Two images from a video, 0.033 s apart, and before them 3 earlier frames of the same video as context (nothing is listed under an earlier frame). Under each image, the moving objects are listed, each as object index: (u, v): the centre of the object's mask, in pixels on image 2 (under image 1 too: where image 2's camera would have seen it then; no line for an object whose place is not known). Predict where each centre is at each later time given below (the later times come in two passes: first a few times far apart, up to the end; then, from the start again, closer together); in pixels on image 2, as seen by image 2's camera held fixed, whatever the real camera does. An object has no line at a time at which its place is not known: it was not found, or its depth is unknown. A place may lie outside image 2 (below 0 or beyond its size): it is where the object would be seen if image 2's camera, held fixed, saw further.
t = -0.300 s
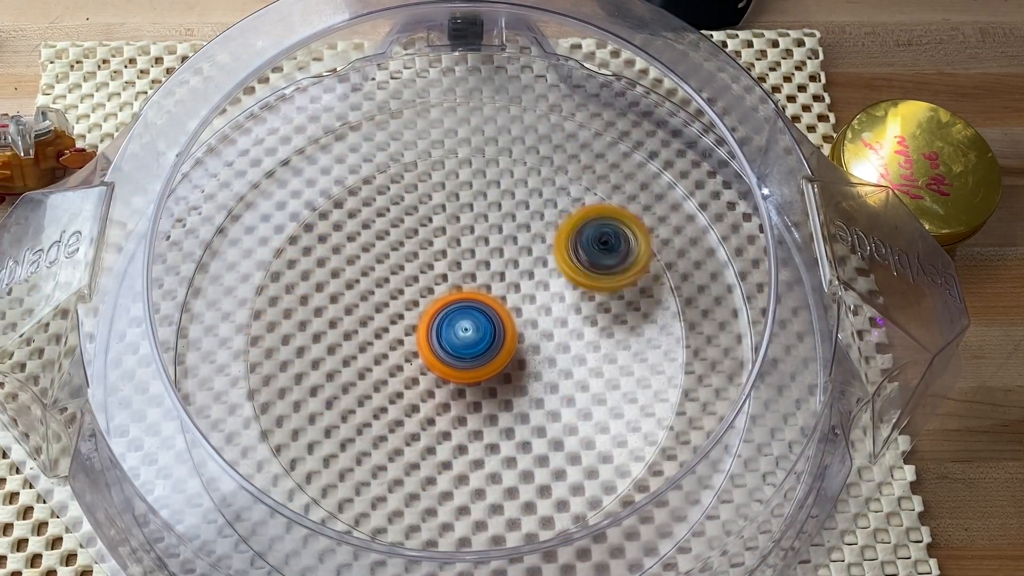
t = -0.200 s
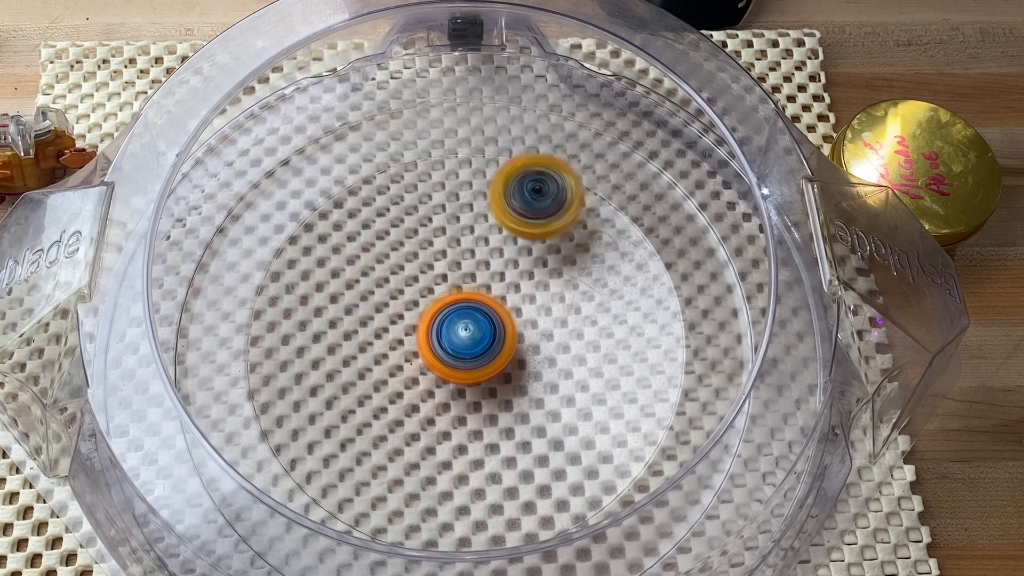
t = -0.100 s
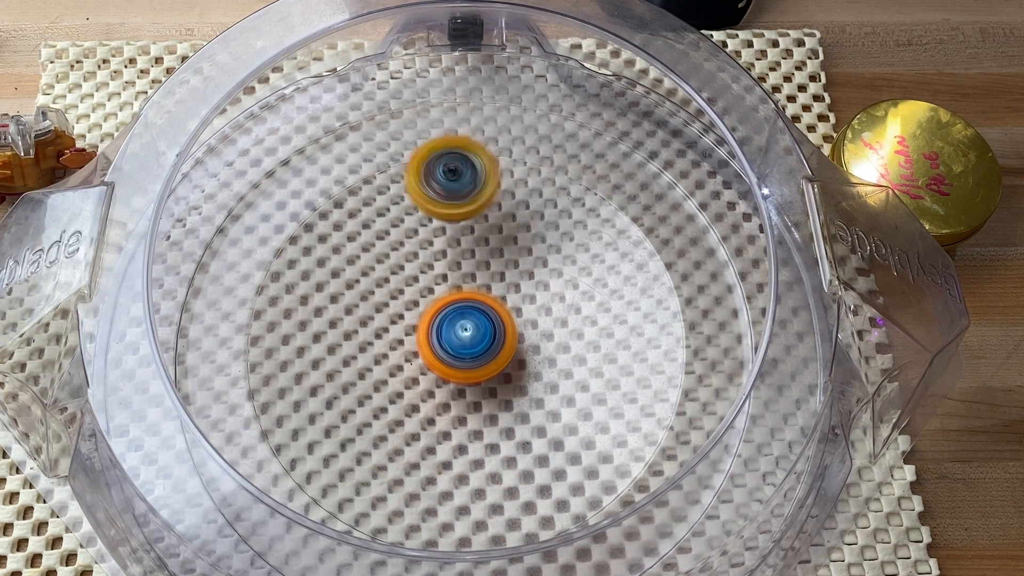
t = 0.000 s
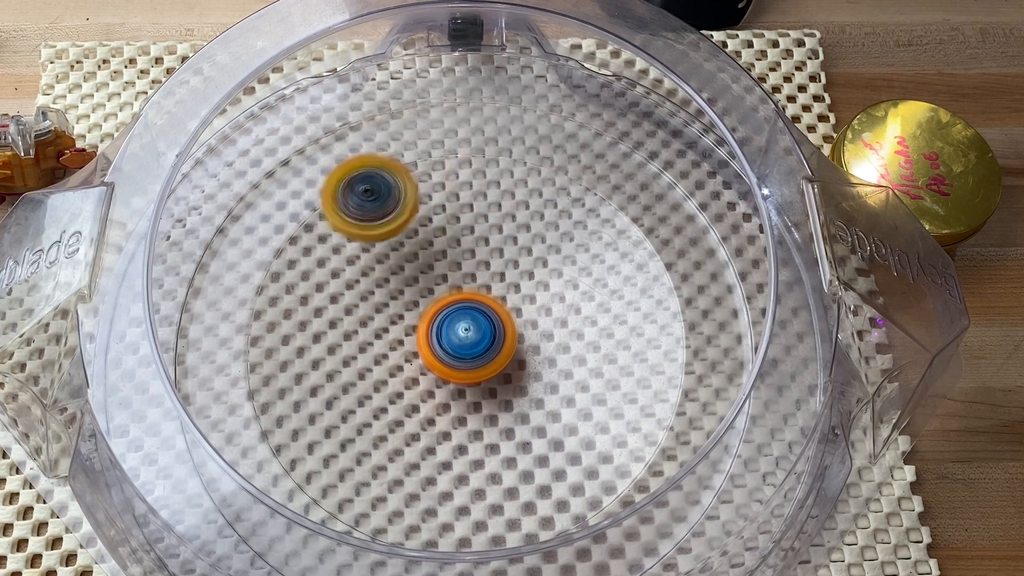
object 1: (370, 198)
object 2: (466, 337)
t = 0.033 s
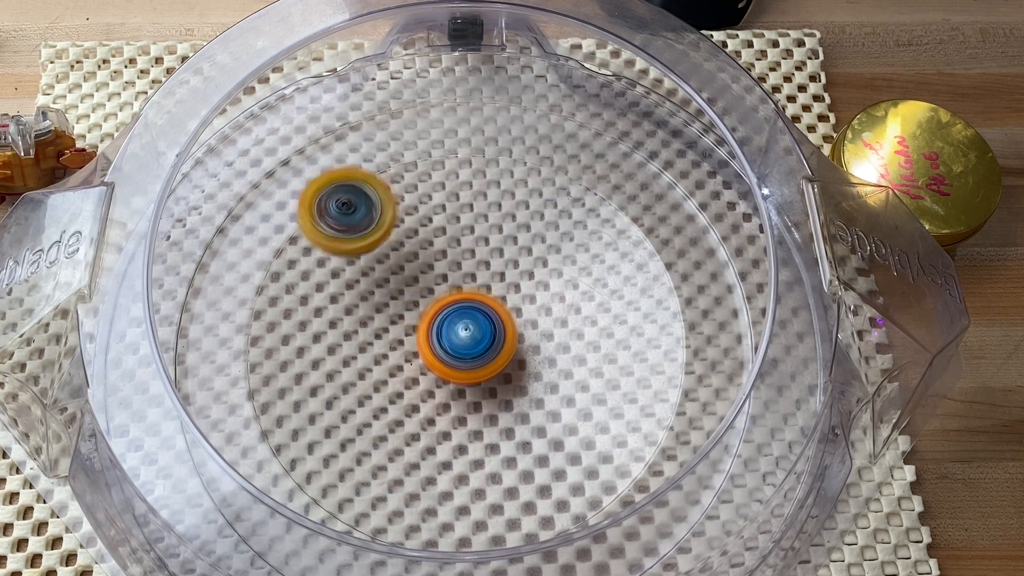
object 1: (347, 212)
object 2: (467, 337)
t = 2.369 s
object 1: (408, 217)
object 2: (466, 336)
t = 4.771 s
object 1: (375, 271)
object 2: (467, 337)
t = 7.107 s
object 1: (371, 342)
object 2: (470, 344)
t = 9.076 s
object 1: (475, 263)
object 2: (502, 358)
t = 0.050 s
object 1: (336, 220)
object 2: (467, 337)
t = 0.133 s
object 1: (296, 270)
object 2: (466, 337)
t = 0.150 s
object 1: (292, 282)
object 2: (466, 337)
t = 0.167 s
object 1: (287, 293)
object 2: (466, 337)
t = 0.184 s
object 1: (284, 306)
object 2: (466, 338)
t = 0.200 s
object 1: (283, 319)
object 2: (466, 338)
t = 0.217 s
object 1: (282, 332)
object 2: (466, 338)
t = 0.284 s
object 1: (295, 384)
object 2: (467, 338)
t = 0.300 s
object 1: (300, 396)
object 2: (467, 338)
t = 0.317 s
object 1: (308, 409)
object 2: (467, 338)
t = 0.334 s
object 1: (317, 420)
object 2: (467, 338)
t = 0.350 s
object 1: (327, 431)
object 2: (467, 338)
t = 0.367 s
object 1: (338, 440)
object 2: (466, 338)
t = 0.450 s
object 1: (407, 475)
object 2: (467, 338)
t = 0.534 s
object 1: (488, 478)
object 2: (467, 338)
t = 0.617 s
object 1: (561, 445)
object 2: (467, 338)
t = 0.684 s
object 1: (601, 400)
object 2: (467, 338)
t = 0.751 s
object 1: (622, 348)
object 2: (467, 339)
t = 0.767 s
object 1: (623, 334)
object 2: (467, 339)
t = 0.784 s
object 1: (625, 321)
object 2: (467, 339)
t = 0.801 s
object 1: (624, 307)
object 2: (467, 339)
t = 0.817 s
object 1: (622, 295)
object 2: (467, 338)
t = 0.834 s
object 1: (619, 282)
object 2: (467, 338)
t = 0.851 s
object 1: (614, 270)
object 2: (467, 338)
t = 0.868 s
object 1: (610, 259)
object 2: (467, 338)
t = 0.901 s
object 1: (596, 237)
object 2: (467, 337)
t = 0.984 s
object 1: (552, 197)
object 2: (466, 338)
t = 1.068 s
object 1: (495, 178)
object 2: (467, 337)
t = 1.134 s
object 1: (446, 179)
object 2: (467, 337)
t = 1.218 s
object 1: (387, 201)
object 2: (467, 337)
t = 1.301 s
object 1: (342, 244)
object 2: (466, 338)
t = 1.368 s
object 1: (322, 291)
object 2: (467, 338)
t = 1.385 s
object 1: (318, 304)
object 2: (467, 337)
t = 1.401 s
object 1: (317, 316)
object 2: (466, 337)
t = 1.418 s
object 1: (316, 329)
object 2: (466, 337)
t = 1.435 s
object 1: (318, 343)
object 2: (466, 337)
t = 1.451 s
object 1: (320, 356)
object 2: (466, 337)
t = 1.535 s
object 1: (350, 417)
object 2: (467, 337)
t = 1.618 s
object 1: (406, 460)
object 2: (466, 338)
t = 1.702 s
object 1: (475, 475)
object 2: (467, 337)
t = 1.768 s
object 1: (531, 464)
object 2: (467, 337)
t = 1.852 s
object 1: (585, 428)
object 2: (466, 337)
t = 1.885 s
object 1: (600, 407)
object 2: (466, 337)
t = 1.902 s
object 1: (606, 397)
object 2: (467, 337)
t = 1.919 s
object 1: (611, 386)
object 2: (467, 337)
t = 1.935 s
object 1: (613, 374)
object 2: (467, 337)
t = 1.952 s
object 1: (617, 363)
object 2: (466, 337)
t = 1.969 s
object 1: (618, 351)
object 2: (466, 337)
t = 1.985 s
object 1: (618, 340)
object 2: (466, 337)
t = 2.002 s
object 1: (618, 328)
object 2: (466, 337)
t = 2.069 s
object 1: (603, 284)
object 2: (466, 336)
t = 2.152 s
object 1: (564, 239)
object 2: (466, 336)
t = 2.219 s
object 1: (520, 216)
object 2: (466, 336)
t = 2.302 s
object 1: (457, 206)
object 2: (466, 336)
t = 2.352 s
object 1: (419, 213)
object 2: (466, 336)
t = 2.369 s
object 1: (408, 217)
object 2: (466, 336)
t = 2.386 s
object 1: (396, 222)
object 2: (466, 336)
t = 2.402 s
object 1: (385, 228)
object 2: (466, 336)
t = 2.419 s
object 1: (375, 234)
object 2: (466, 336)
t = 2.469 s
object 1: (348, 257)
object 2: (466, 336)
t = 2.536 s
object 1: (324, 296)
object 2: (466, 337)
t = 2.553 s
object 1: (319, 306)
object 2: (466, 337)
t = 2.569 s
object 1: (317, 317)
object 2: (467, 337)
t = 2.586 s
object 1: (315, 328)
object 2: (467, 337)
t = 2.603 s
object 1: (316, 339)
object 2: (467, 336)
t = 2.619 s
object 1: (316, 350)
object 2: (467, 336)
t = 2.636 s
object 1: (318, 362)
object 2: (466, 336)
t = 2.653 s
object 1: (321, 372)
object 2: (466, 336)
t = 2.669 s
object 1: (325, 383)
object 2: (466, 336)
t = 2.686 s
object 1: (331, 393)
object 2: (466, 336)
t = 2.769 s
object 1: (370, 435)
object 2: (466, 336)
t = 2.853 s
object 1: (428, 457)
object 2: (466, 337)
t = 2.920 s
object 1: (480, 456)
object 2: (466, 337)
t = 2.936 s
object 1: (493, 453)
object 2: (466, 336)
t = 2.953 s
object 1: (505, 448)
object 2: (466, 336)
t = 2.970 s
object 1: (517, 443)
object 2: (466, 336)
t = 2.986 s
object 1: (529, 436)
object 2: (466, 336)
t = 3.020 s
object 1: (550, 420)
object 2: (466, 337)
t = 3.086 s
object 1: (579, 380)
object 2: (467, 337)
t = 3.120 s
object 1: (587, 357)
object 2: (466, 337)
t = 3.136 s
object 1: (590, 345)
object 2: (466, 337)
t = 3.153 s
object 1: (592, 334)
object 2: (466, 336)
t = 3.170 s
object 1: (592, 321)
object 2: (466, 336)
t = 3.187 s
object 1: (591, 310)
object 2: (466, 336)
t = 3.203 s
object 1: (589, 299)
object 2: (466, 336)
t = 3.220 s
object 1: (585, 288)
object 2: (466, 337)
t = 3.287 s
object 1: (563, 249)
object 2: (466, 337)
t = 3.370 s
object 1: (521, 216)
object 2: (466, 337)
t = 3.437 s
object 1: (480, 203)
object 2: (466, 336)
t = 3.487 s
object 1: (448, 203)
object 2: (466, 337)
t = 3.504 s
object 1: (438, 205)
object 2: (466, 337)
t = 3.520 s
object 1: (428, 207)
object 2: (466, 337)
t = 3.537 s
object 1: (418, 210)
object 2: (466, 337)
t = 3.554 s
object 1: (409, 216)
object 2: (466, 337)
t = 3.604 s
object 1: (383, 233)
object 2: (467, 337)
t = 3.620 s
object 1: (374, 240)
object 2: (467, 337)
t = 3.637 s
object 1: (368, 248)
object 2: (466, 337)
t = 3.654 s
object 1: (361, 256)
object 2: (466, 337)
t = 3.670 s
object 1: (356, 265)
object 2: (466, 338)
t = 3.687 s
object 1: (351, 274)
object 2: (467, 338)
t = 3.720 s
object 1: (344, 294)
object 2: (467, 337)
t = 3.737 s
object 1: (342, 306)
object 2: (467, 337)
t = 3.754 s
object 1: (341, 315)
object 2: (466, 337)
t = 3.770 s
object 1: (341, 327)
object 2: (466, 337)
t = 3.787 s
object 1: (343, 338)
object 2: (467, 337)
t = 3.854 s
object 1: (359, 380)
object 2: (466, 336)
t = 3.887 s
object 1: (373, 400)
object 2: (466, 337)
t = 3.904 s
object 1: (381, 408)
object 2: (466, 336)
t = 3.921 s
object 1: (391, 417)
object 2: (466, 337)
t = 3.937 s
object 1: (401, 423)
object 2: (466, 336)
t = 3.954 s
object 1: (412, 429)
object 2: (466, 336)
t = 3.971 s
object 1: (423, 434)
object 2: (466, 337)
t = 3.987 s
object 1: (435, 439)
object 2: (466, 337)
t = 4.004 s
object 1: (447, 440)
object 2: (467, 337)
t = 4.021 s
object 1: (459, 443)
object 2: (466, 337)
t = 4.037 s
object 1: (471, 444)
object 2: (466, 337)
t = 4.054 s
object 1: (483, 444)
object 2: (466, 337)
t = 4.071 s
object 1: (496, 442)
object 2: (466, 337)
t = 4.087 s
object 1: (507, 439)
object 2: (467, 337)
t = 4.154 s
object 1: (548, 419)
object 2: (466, 338)
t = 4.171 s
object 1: (558, 413)
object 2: (466, 338)
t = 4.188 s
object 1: (565, 405)
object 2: (467, 337)
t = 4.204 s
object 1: (572, 397)
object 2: (467, 337)
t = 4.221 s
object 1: (578, 388)
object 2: (467, 337)
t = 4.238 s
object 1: (583, 379)
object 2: (467, 337)
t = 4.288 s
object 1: (592, 350)
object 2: (467, 337)
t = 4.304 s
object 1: (593, 341)
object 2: (467, 337)
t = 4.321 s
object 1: (594, 330)
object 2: (467, 337)
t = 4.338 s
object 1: (593, 321)
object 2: (466, 337)
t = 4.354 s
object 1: (591, 311)
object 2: (466, 337)
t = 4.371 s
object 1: (588, 302)
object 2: (466, 338)
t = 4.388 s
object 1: (584, 293)
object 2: (467, 338)
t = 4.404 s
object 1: (578, 285)
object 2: (467, 338)
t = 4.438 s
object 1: (566, 269)
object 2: (466, 338)
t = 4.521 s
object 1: (526, 239)
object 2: (467, 337)
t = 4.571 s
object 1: (493, 230)
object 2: (467, 337)
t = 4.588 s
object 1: (483, 229)
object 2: (467, 337)
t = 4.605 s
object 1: (472, 228)
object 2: (467, 337)
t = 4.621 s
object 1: (461, 229)
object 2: (467, 337)
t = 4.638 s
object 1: (450, 230)
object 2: (466, 337)
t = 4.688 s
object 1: (418, 240)
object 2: (467, 337)
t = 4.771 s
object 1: (375, 271)
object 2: (467, 337)
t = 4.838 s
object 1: (353, 306)
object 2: (467, 337)
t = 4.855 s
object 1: (350, 315)
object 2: (467, 337)
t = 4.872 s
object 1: (348, 326)
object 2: (467, 337)
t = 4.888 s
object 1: (346, 335)
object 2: (467, 337)
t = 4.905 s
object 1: (348, 344)
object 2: (467, 337)
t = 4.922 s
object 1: (348, 354)
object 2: (467, 338)
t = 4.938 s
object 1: (351, 364)
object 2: (467, 337)
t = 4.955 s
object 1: (353, 373)
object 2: (467, 337)
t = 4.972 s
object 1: (358, 382)
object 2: (467, 337)
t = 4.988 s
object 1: (363, 390)
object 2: (466, 338)
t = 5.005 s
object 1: (369, 398)
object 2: (466, 338)
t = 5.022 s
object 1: (375, 406)
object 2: (467, 338)
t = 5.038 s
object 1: (383, 412)
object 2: (467, 338)
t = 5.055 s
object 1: (390, 419)
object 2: (467, 338)
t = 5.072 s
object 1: (399, 424)
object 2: (466, 337)
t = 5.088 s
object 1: (409, 429)
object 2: (466, 338)
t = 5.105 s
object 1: (419, 432)
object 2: (466, 338)
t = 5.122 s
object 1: (429, 435)
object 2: (467, 337)
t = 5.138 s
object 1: (440, 437)
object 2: (466, 337)
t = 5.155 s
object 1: (450, 437)
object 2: (466, 337)
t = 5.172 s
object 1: (462, 438)
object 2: (466, 338)
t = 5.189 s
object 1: (472, 437)
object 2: (466, 337)
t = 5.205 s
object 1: (483, 435)
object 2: (467, 337)
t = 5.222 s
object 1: (493, 431)
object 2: (466, 337)
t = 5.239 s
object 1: (503, 428)
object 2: (466, 337)
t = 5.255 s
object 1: (513, 422)
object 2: (466, 337)
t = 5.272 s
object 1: (522, 417)
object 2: (466, 337)
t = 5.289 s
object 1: (531, 410)
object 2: (466, 337)
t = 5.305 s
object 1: (538, 403)
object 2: (466, 337)
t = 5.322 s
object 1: (545, 394)
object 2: (466, 337)
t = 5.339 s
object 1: (552, 387)
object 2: (466, 337)
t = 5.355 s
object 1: (557, 377)
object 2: (466, 337)
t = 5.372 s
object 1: (561, 368)
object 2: (466, 337)
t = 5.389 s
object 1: (564, 357)
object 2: (466, 337)
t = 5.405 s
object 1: (567, 347)
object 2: (466, 337)
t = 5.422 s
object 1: (568, 337)
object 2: (466, 337)
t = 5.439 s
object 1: (569, 327)
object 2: (466, 337)
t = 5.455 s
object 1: (568, 316)
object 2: (467, 337)
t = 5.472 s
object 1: (566, 307)
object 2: (467, 337)
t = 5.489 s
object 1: (562, 297)
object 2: (466, 337)
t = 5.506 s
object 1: (558, 288)
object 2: (466, 337)
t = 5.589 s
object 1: (528, 251)
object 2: (466, 337)
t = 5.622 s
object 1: (512, 240)
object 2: (467, 337)
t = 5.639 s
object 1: (503, 236)
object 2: (467, 337)
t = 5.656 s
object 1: (494, 232)
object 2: (467, 337)
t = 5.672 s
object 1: (485, 230)
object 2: (467, 337)
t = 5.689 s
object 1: (475, 227)
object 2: (467, 337)
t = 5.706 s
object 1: (466, 227)
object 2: (467, 337)
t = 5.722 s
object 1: (457, 226)
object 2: (467, 337)
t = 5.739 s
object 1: (447, 227)
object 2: (467, 337)
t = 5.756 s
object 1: (439, 229)
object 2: (467, 337)
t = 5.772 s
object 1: (430, 231)
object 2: (467, 337)
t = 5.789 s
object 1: (421, 234)
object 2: (467, 337)
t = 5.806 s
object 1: (413, 238)
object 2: (467, 337)
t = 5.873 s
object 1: (385, 261)
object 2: (467, 337)
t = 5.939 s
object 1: (367, 292)
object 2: (467, 338)
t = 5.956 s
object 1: (365, 300)
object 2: (467, 337)
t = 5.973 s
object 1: (363, 310)
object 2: (467, 337)
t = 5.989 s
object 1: (362, 319)
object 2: (467, 337)
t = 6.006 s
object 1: (363, 328)
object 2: (466, 337)
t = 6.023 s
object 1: (364, 337)
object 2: (467, 337)
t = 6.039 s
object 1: (366, 347)
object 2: (467, 337)
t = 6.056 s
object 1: (369, 355)
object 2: (467, 337)
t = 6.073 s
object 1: (374, 365)
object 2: (467, 337)
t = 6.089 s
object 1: (379, 373)
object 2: (468, 337)
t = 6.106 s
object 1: (386, 382)
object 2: (469, 336)
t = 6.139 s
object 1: (400, 396)
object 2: (469, 335)
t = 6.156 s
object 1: (409, 402)
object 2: (470, 335)
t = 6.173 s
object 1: (418, 408)
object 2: (470, 334)
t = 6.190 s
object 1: (427, 412)
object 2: (470, 333)
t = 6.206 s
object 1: (437, 416)
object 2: (469, 333)
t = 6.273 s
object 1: (479, 422)
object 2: (468, 332)
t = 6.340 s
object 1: (518, 410)
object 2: (467, 332)
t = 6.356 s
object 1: (527, 405)
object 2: (467, 332)
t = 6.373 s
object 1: (536, 400)
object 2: (467, 333)
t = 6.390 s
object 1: (542, 393)
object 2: (467, 333)
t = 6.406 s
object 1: (549, 387)
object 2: (467, 333)
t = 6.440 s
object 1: (560, 371)
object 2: (467, 333)
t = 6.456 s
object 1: (563, 363)
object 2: (467, 332)
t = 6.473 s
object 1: (567, 354)
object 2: (467, 333)
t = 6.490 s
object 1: (568, 346)
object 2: (467, 332)
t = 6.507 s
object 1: (570, 337)
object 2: (467, 332)
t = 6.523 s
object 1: (570, 329)
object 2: (467, 332)
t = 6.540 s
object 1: (570, 320)
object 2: (466, 332)
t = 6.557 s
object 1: (568, 312)
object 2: (466, 332)
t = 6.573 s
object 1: (565, 304)
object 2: (466, 332)
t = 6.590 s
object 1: (561, 296)
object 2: (466, 332)
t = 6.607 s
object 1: (557, 289)
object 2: (466, 332)
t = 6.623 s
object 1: (552, 282)
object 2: (466, 332)
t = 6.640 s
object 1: (546, 275)
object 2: (466, 332)
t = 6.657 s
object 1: (539, 269)
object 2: (466, 332)
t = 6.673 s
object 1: (532, 263)
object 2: (466, 333)
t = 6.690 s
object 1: (526, 258)
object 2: (465, 333)
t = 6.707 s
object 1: (518, 253)
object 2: (464, 333)
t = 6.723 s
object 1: (510, 250)
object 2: (464, 334)
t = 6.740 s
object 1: (502, 247)
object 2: (463, 334)
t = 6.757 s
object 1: (493, 244)
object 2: (463, 334)
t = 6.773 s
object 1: (484, 242)
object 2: (462, 335)
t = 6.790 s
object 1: (476, 241)
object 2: (463, 336)
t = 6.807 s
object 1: (467, 241)
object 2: (462, 336)
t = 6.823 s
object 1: (458, 241)
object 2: (462, 336)
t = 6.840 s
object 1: (449, 243)
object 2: (462, 337)
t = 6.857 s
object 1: (441, 245)
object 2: (463, 337)
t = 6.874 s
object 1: (432, 248)
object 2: (463, 338)
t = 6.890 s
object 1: (425, 251)
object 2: (463, 339)
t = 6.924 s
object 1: (409, 259)
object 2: (463, 341)
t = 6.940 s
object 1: (401, 266)
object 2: (463, 341)
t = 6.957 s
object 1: (395, 271)
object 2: (464, 342)
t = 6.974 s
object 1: (390, 278)
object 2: (464, 343)
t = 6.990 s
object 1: (384, 285)
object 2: (465, 343)
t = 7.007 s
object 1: (380, 293)
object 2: (466, 344)
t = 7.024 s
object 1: (376, 301)
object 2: (466, 344)
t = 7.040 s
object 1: (373, 309)
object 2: (467, 344)
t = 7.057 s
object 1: (371, 317)
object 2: (467, 345)
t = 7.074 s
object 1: (371, 326)
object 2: (468, 345)
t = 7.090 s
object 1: (370, 334)
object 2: (469, 344)
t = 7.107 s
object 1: (371, 342)
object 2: (470, 344)
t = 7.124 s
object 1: (372, 351)
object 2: (470, 344)
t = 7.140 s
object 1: (375, 359)
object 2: (472, 345)
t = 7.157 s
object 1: (378, 367)
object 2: (473, 344)
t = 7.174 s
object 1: (383, 374)
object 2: (474, 344)
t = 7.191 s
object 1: (387, 382)
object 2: (474, 343)
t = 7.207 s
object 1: (393, 389)
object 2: (476, 343)
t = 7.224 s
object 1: (399, 395)
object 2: (476, 342)
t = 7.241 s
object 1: (407, 400)
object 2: (477, 341)
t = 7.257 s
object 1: (415, 406)
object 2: (477, 340)
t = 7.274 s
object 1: (422, 410)
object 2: (478, 339)
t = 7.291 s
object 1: (432, 413)
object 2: (479, 338)
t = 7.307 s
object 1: (440, 415)
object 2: (479, 337)
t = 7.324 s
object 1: (450, 418)
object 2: (479, 336)
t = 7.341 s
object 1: (458, 419)
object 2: (478, 335)
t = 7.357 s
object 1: (468, 418)
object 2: (479, 333)
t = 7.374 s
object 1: (477, 418)
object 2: (478, 332)
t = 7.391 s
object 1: (486, 416)
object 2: (477, 331)
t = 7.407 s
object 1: (495, 415)
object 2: (477, 330)
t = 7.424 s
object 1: (503, 411)
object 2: (476, 329)
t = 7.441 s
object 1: (511, 408)
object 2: (475, 328)
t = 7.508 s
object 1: (539, 386)
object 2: (472, 326)
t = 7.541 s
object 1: (549, 373)
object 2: (470, 326)
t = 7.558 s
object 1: (552, 366)
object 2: (470, 326)
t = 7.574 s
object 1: (555, 359)
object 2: (469, 326)
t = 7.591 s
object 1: (557, 351)
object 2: (468, 326)
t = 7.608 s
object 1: (560, 344)
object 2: (467, 326)
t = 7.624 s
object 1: (561, 337)
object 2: (467, 325)
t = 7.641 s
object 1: (561, 329)
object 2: (465, 325)
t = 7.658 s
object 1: (561, 322)
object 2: (464, 325)
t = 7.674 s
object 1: (559, 315)
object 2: (463, 326)
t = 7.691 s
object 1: (557, 307)
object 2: (463, 326)
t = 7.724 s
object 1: (552, 294)
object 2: (460, 326)
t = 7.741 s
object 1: (547, 288)
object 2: (459, 327)
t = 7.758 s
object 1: (544, 282)
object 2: (457, 327)
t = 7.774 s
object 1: (539, 277)
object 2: (455, 328)
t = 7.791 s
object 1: (533, 271)
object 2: (454, 329)
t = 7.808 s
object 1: (528, 268)
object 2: (453, 330)
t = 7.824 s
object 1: (521, 263)
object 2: (453, 330)
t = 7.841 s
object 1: (515, 260)
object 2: (452, 331)
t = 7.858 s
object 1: (509, 256)
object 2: (449, 333)
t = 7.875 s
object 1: (503, 253)
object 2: (448, 335)
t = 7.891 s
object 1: (496, 252)
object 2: (447, 335)
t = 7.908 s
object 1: (489, 250)
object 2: (446, 337)
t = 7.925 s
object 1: (481, 249)
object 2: (446, 338)
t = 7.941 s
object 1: (474, 249)
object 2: (446, 339)
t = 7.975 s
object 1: (461, 250)
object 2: (446, 343)
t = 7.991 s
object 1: (454, 250)
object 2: (445, 345)
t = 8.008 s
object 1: (448, 252)
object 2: (446, 346)
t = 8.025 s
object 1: (442, 253)
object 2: (445, 348)
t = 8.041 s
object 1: (436, 256)
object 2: (446, 350)
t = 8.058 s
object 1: (430, 258)
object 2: (446, 352)
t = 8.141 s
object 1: (409, 270)
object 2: (450, 362)
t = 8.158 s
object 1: (406, 272)
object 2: (451, 363)
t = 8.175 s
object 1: (402, 274)
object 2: (452, 366)
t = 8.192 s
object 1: (400, 276)
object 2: (453, 366)
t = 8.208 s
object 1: (398, 279)
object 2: (454, 366)
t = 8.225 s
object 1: (395, 281)
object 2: (455, 367)
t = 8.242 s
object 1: (394, 284)
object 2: (456, 367)
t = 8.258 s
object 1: (393, 287)
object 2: (457, 368)
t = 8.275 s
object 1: (392, 288)
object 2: (458, 368)
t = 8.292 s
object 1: (392, 290)
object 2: (460, 369)
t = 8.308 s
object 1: (391, 293)
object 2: (461, 369)
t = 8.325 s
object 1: (392, 295)
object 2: (464, 370)
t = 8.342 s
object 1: (392, 296)
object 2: (465, 370)
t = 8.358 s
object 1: (392, 298)
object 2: (467, 371)
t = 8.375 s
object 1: (392, 298)
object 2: (470, 372)
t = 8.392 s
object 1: (394, 301)
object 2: (471, 371)
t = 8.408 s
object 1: (395, 302)
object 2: (474, 372)
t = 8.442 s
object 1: (397, 305)
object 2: (477, 371)
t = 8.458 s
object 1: (399, 305)
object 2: (480, 372)
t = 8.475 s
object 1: (401, 307)
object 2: (482, 372)
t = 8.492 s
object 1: (402, 306)
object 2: (485, 371)
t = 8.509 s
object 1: (405, 307)
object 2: (486, 371)
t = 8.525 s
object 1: (406, 306)
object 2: (489, 371)
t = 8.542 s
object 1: (408, 306)
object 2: (491, 371)
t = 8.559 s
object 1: (411, 306)
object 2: (492, 371)
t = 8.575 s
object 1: (413, 306)
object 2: (494, 370)
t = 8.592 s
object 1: (415, 305)
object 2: (496, 370)
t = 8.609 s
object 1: (417, 304)
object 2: (497, 369)
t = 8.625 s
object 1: (419, 301)
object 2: (499, 369)
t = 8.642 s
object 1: (422, 300)
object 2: (501, 369)
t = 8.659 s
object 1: (424, 299)
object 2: (501, 368)
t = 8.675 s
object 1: (426, 298)
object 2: (502, 368)
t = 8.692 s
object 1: (429, 296)
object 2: (503, 367)
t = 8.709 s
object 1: (430, 294)
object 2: (504, 366)
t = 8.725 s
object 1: (432, 292)
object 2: (505, 367)
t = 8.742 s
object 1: (435, 290)
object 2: (505, 367)
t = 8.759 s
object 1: (436, 289)
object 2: (505, 365)
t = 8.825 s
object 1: (446, 281)
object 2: (506, 364)
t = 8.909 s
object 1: (456, 272)
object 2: (506, 361)
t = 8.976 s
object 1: (465, 268)
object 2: (506, 360)
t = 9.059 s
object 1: (474, 263)
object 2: (503, 358)
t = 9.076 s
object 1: (475, 263)
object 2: (502, 358)
